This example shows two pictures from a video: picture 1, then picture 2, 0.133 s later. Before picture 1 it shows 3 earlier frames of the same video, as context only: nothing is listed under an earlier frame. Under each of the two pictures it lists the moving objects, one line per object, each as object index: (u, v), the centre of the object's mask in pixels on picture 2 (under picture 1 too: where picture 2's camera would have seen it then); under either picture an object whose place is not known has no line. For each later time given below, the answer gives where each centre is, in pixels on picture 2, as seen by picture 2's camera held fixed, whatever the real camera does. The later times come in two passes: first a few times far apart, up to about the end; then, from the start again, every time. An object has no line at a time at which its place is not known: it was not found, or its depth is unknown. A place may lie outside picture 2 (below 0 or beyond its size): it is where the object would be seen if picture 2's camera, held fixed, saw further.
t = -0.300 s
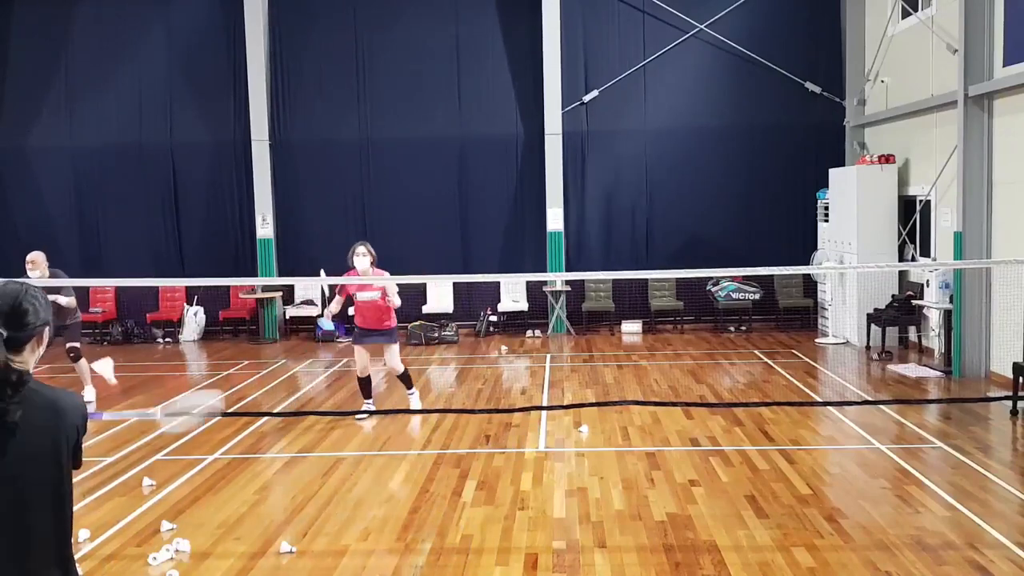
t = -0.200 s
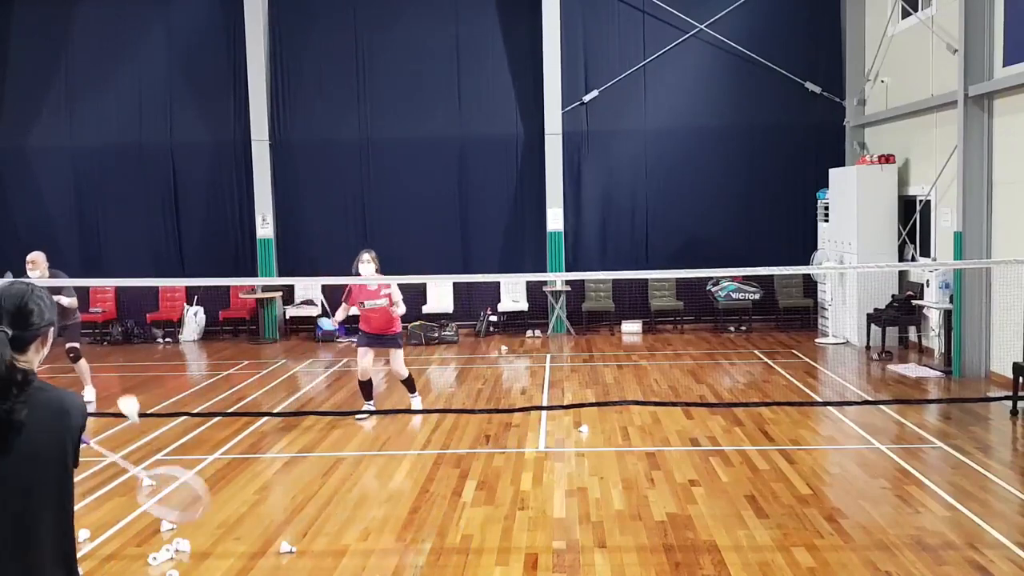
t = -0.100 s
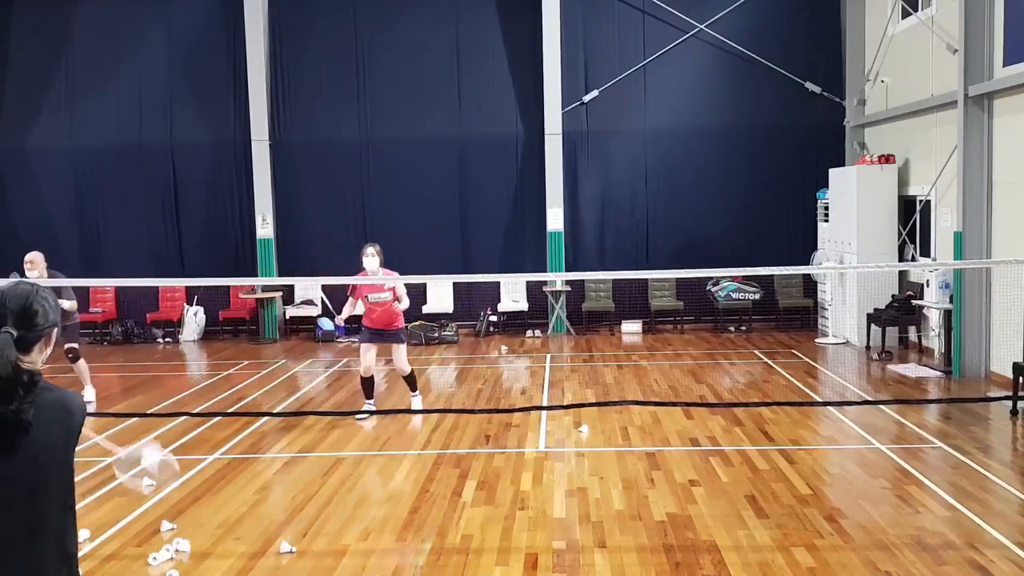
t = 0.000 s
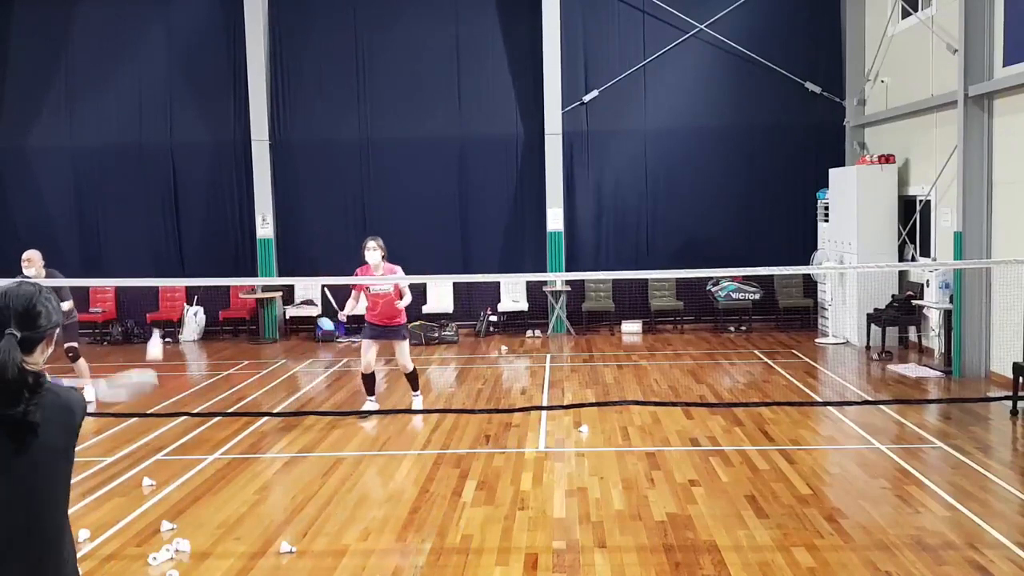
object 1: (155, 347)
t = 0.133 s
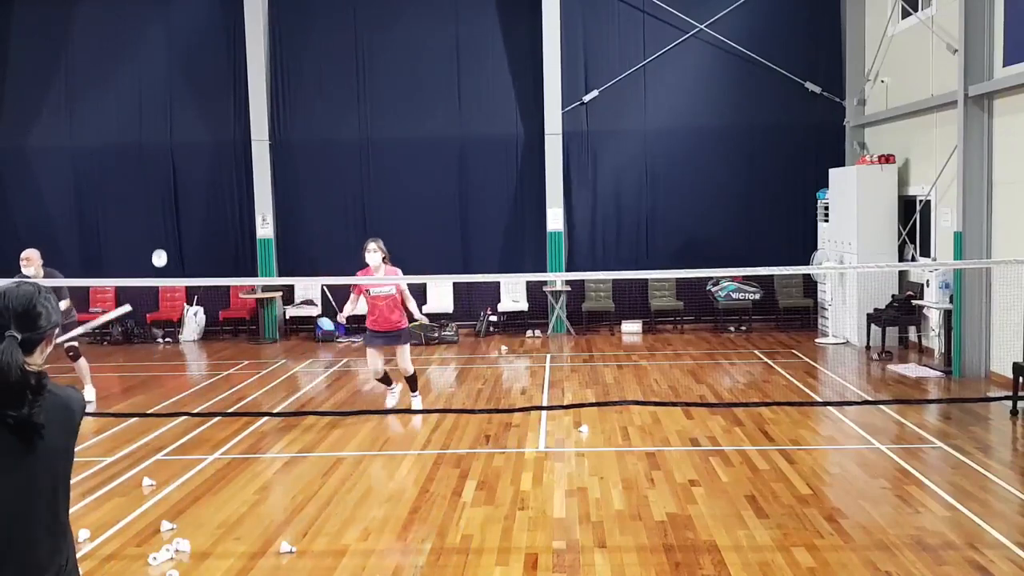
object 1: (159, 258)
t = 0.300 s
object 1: (162, 227)
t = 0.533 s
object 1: (171, 261)
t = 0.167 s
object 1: (159, 247)
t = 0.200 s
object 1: (159, 239)
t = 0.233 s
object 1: (160, 233)
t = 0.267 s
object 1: (161, 229)
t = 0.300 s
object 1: (162, 227)
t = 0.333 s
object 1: (162, 227)
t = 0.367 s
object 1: (164, 229)
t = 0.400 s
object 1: (165, 232)
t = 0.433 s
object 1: (166, 237)
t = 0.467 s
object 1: (168, 244)
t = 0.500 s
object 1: (169, 252)
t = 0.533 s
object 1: (171, 261)
